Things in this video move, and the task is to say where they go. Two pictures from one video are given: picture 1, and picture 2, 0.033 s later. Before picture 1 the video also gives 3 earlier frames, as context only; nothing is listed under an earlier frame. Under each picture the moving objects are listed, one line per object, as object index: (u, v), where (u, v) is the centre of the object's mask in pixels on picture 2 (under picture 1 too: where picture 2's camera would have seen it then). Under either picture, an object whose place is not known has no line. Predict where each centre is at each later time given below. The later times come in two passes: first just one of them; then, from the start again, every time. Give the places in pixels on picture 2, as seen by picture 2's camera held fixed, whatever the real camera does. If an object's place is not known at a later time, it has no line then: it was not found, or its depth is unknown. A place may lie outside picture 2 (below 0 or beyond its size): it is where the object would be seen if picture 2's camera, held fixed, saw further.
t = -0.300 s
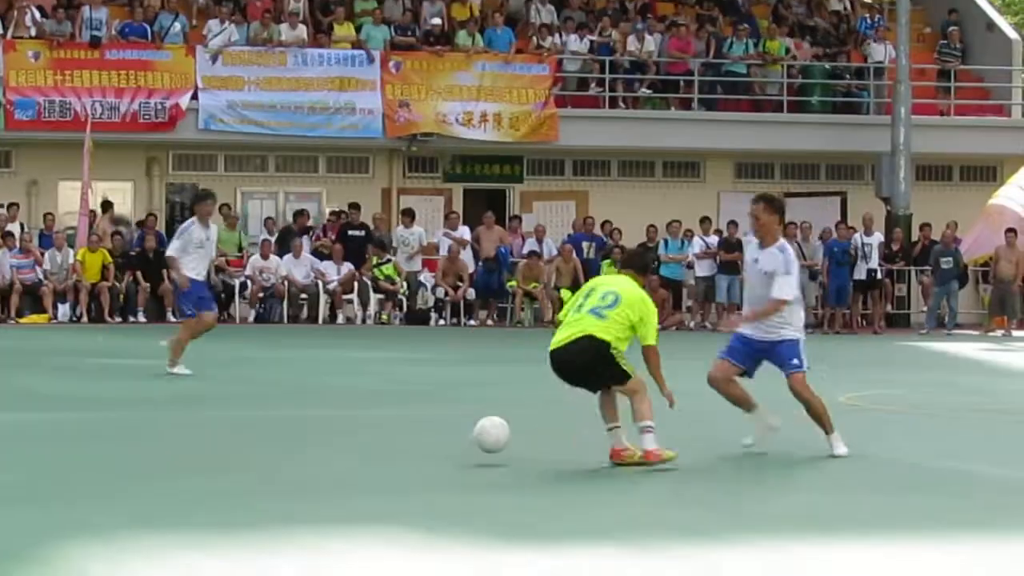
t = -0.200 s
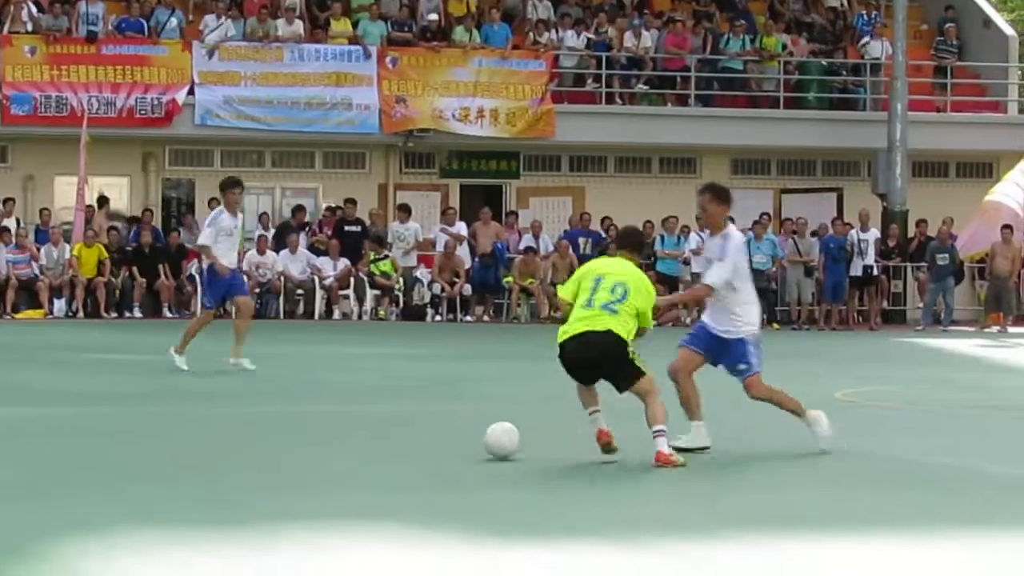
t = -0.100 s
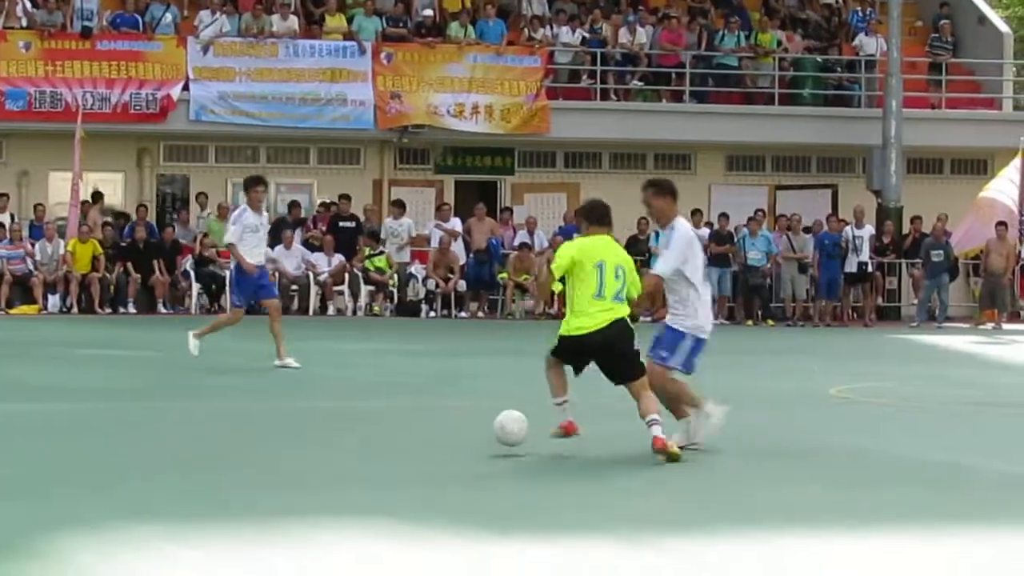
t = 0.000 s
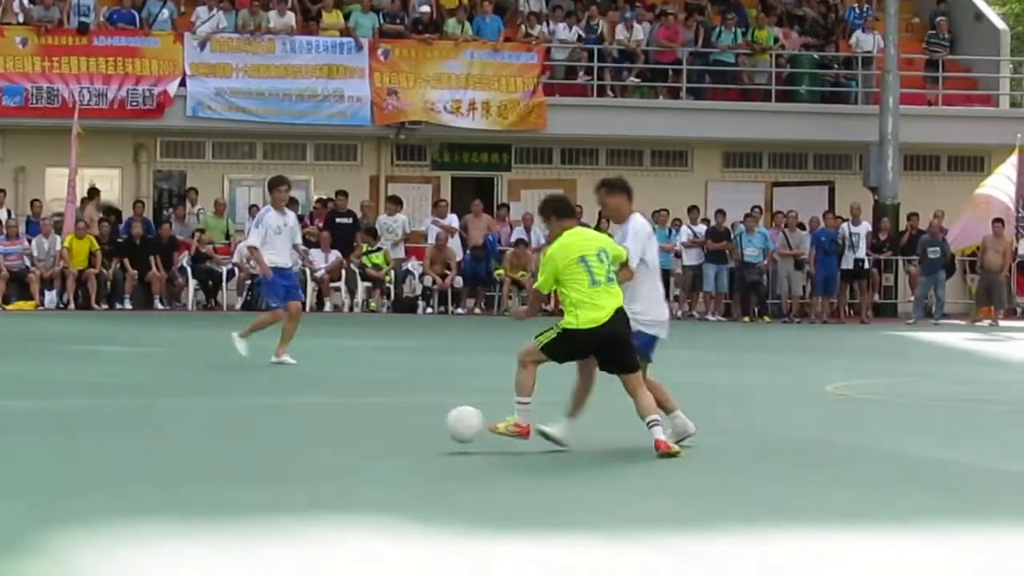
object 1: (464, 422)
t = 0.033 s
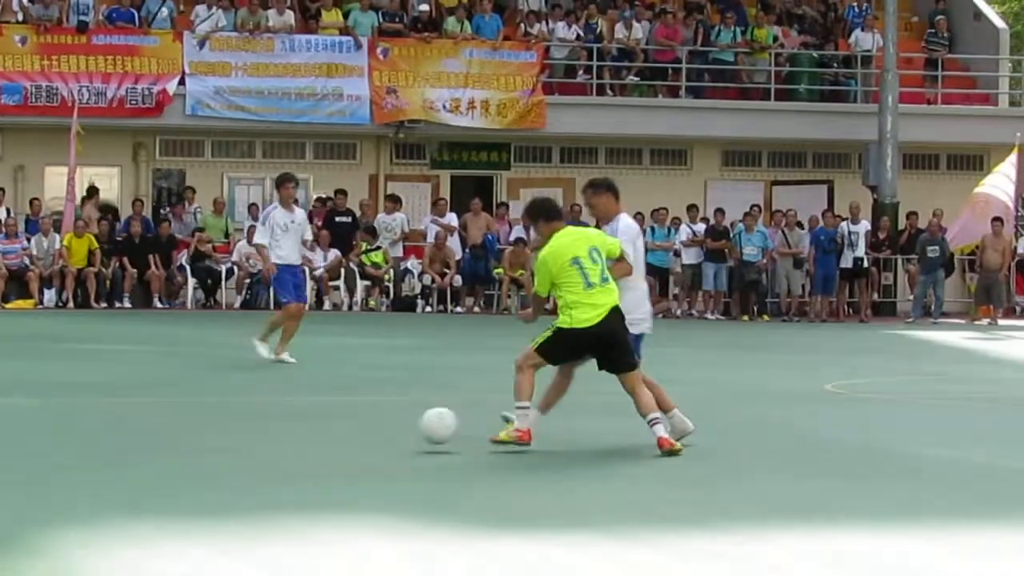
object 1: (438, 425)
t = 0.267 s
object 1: (294, 437)
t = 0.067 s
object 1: (413, 430)
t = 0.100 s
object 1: (390, 433)
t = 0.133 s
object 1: (372, 430)
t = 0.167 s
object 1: (352, 429)
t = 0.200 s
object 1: (332, 429)
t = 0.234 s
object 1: (312, 431)
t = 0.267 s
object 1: (294, 437)
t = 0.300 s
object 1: (277, 436)
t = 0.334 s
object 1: (262, 435)
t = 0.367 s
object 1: (245, 436)
